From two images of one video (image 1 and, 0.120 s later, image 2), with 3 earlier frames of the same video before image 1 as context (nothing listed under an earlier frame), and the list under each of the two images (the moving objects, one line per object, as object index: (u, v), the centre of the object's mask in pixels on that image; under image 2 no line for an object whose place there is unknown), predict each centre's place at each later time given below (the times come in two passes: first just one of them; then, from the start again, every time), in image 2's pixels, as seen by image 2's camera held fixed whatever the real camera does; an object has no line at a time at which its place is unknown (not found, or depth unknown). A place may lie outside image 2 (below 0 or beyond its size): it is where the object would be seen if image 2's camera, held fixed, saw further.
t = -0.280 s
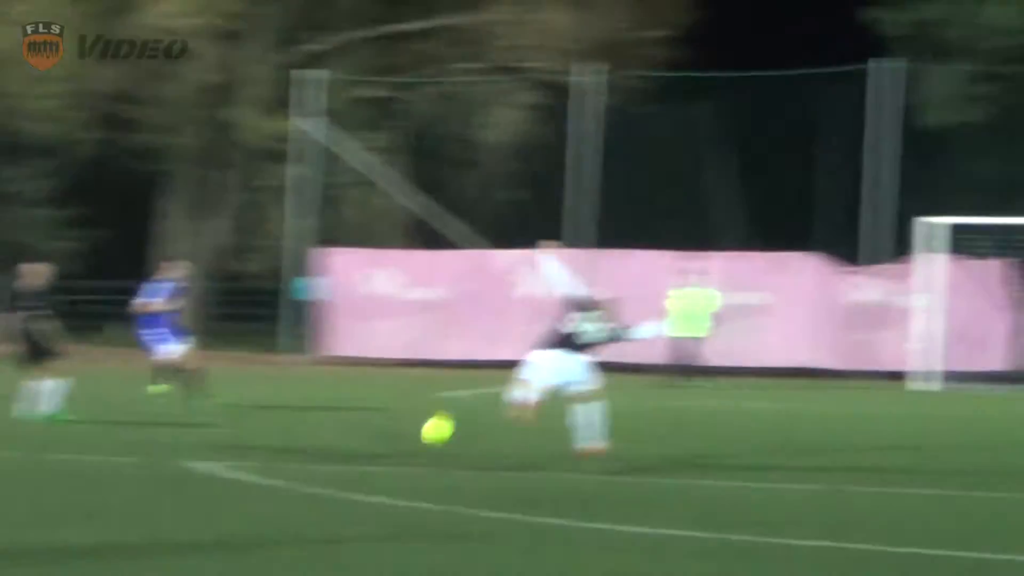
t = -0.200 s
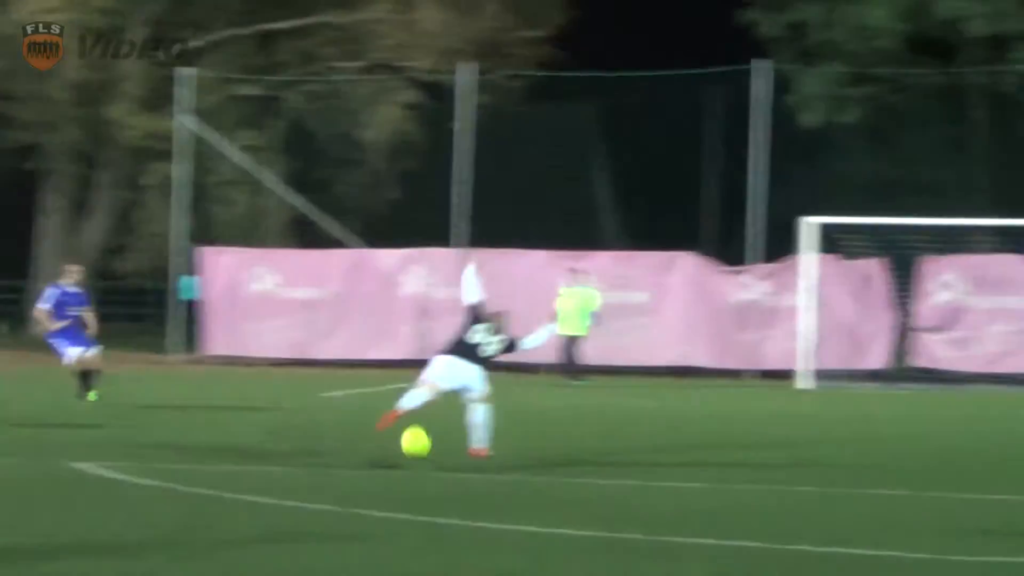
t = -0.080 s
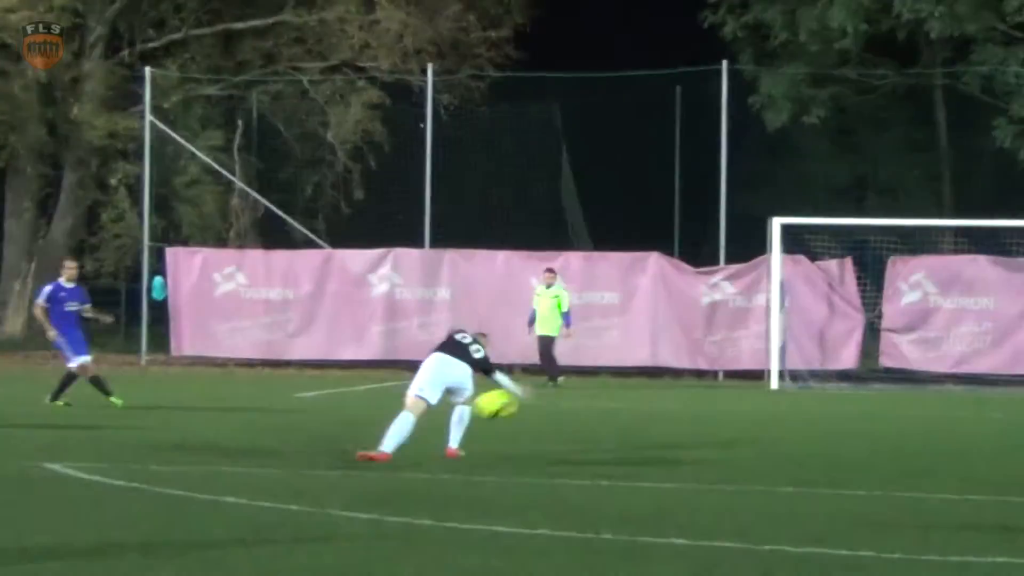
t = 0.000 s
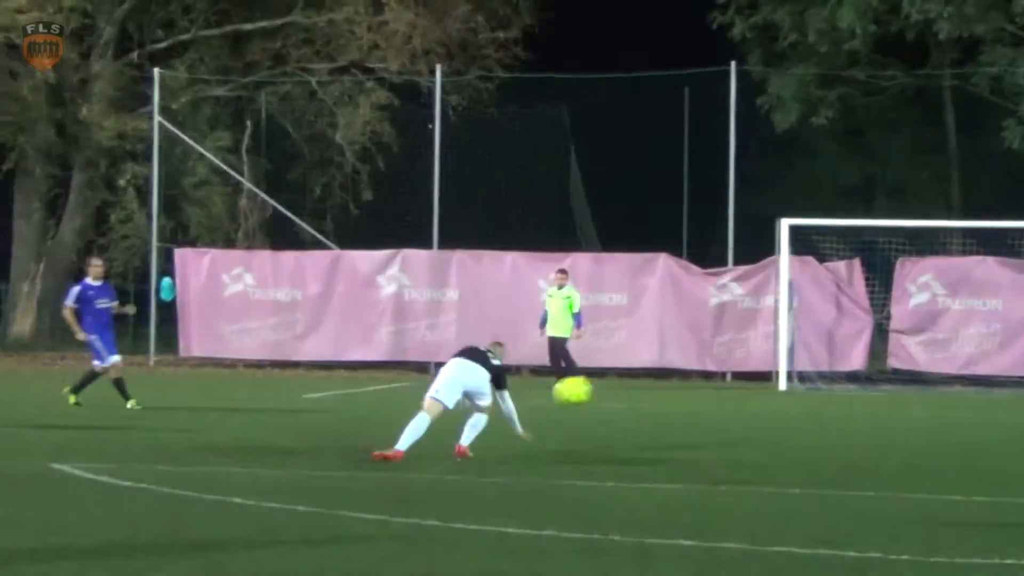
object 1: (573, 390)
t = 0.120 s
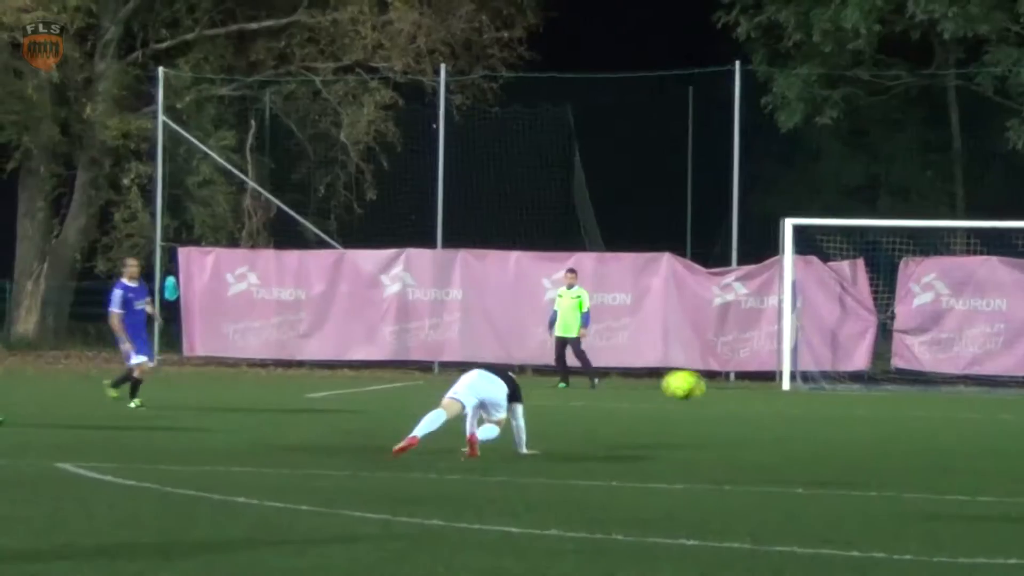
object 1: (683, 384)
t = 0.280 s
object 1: (821, 409)
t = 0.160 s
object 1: (718, 386)
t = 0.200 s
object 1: (752, 392)
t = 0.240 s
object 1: (787, 398)
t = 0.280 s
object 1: (821, 409)
